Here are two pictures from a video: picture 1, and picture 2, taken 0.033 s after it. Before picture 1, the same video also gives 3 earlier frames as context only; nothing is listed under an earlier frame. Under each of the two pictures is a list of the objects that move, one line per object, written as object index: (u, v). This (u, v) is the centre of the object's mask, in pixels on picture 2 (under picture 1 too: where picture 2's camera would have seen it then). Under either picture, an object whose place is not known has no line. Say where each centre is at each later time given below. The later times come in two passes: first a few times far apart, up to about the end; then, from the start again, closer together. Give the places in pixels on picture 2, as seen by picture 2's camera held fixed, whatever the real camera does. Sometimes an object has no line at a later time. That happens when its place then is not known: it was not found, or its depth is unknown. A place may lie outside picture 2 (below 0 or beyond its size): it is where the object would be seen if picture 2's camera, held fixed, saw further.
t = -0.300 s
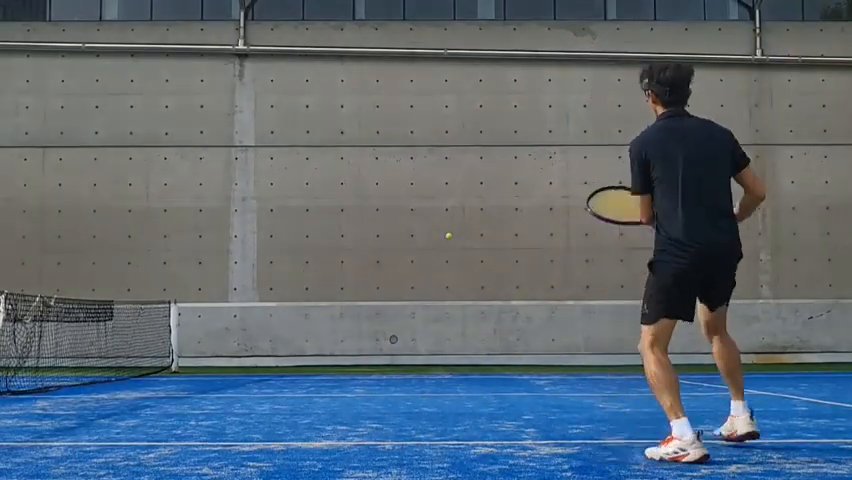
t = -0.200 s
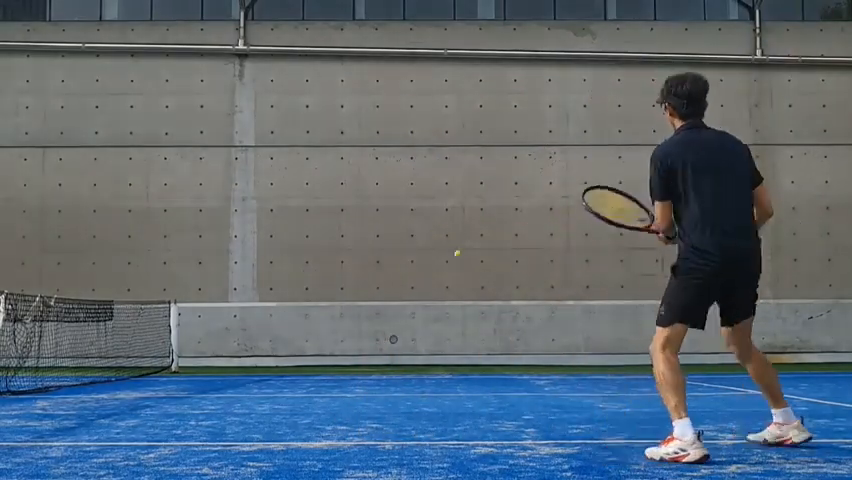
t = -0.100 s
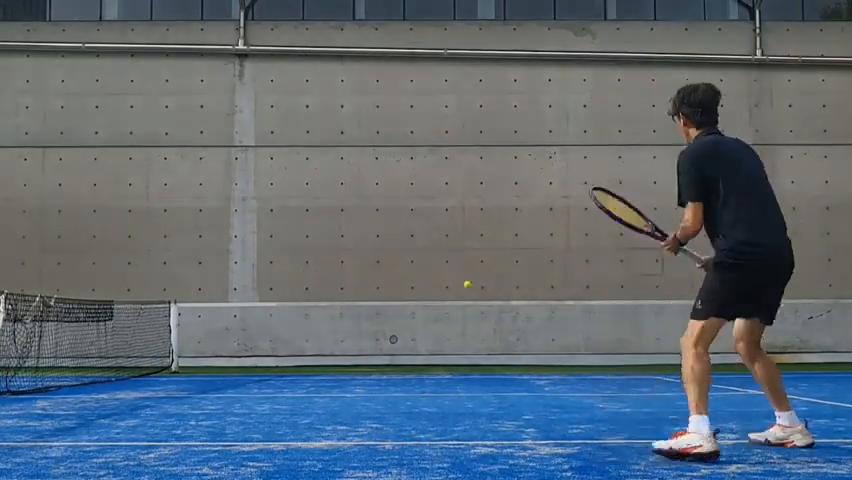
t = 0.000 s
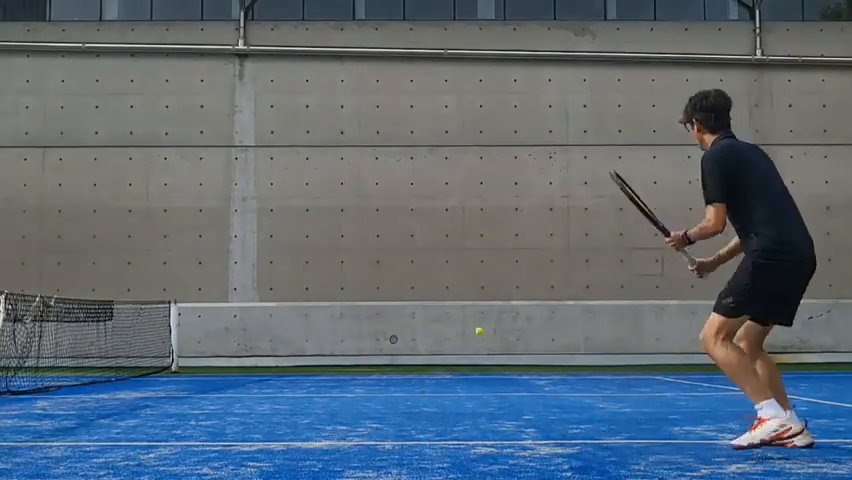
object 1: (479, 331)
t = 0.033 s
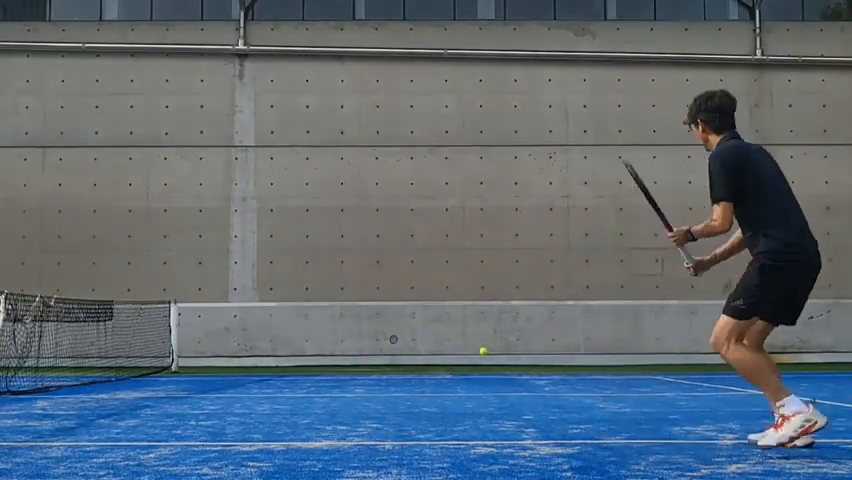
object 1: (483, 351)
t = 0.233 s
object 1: (502, 311)
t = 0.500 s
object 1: (530, 210)
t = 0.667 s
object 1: (553, 191)
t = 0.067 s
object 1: (488, 374)
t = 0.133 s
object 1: (495, 365)
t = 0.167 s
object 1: (497, 346)
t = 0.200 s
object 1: (500, 328)
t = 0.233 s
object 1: (502, 311)
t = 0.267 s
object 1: (506, 295)
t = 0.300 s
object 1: (509, 280)
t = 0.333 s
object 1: (512, 265)
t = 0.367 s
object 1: (515, 252)
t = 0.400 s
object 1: (518, 240)
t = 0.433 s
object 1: (522, 229)
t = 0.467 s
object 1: (526, 219)
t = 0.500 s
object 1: (530, 210)
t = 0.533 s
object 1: (534, 203)
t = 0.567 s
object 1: (538, 198)
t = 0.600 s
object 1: (543, 194)
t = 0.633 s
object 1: (548, 191)
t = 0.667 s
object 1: (553, 191)
